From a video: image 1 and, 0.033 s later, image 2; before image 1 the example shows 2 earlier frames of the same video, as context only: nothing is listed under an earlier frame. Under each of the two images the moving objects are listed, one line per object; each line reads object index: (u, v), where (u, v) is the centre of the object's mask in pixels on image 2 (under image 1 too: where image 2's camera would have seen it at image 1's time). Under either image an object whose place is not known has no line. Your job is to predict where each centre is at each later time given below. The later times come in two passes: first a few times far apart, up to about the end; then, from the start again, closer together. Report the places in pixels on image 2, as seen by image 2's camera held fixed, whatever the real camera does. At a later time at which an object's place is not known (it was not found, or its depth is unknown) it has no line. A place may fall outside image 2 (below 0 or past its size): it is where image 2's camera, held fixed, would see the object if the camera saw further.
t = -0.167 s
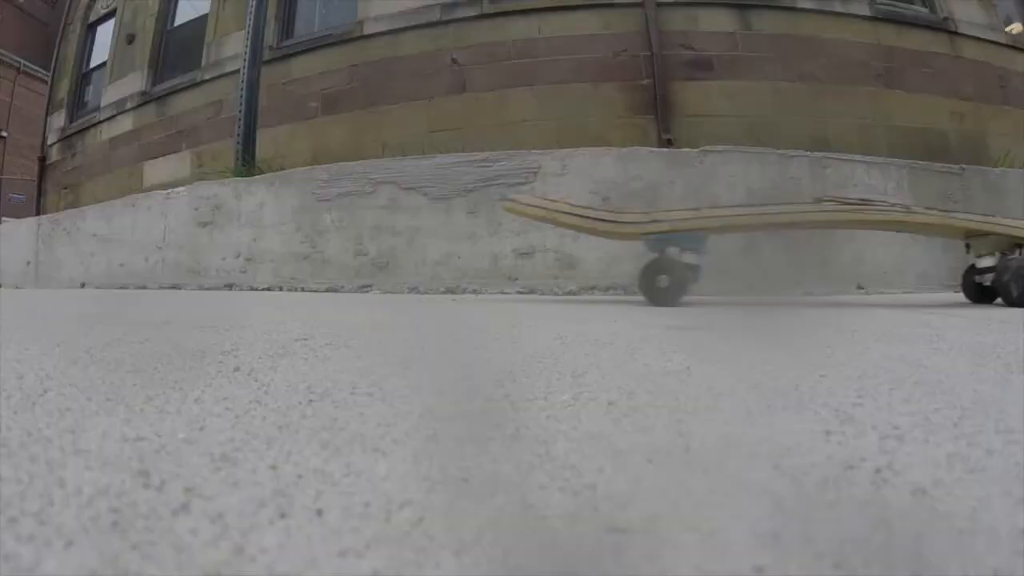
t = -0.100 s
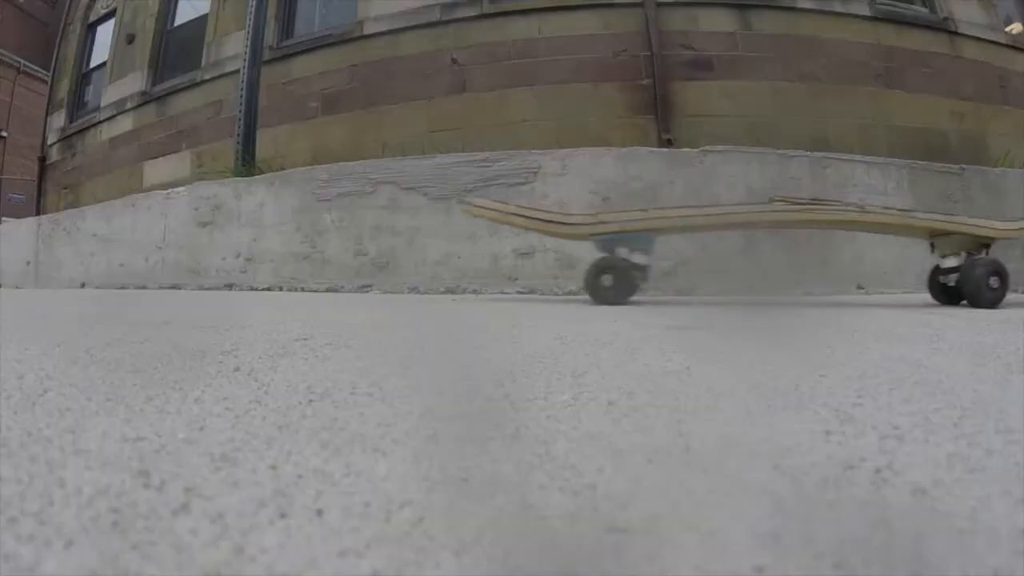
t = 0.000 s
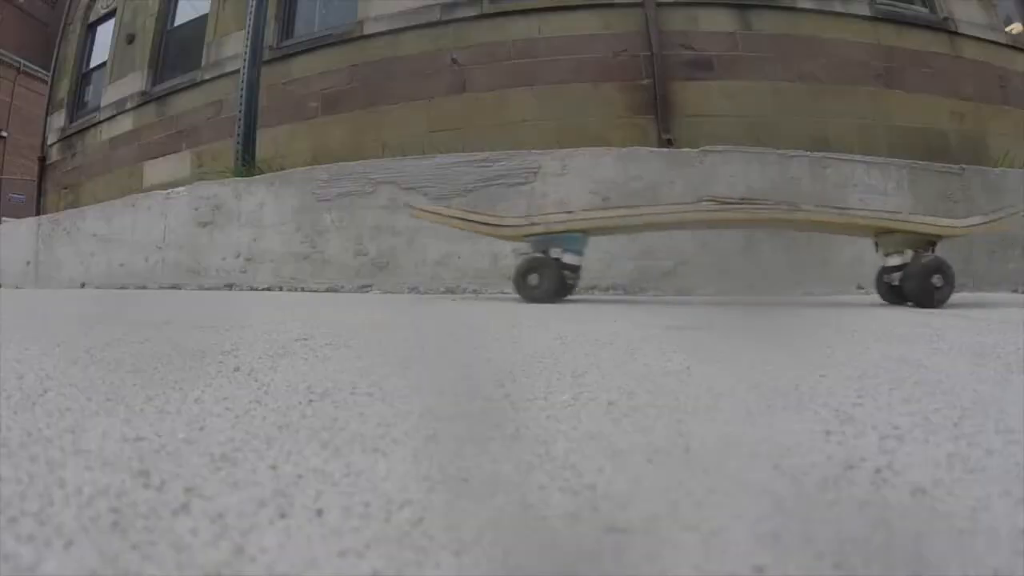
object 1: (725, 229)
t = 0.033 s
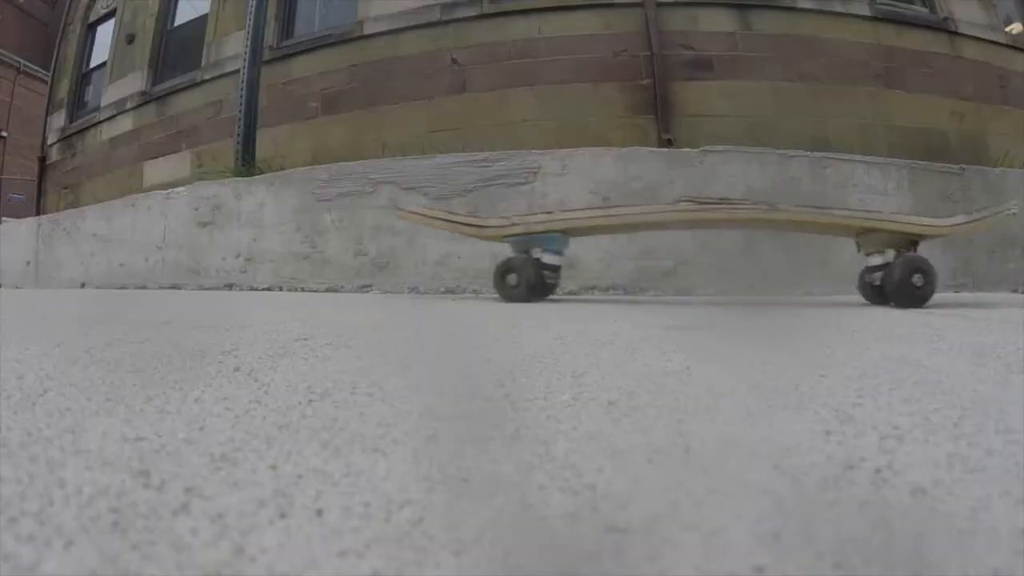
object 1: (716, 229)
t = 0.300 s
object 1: (619, 229)
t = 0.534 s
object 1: (562, 231)
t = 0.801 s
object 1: (525, 233)
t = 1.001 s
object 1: (516, 234)
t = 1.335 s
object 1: (524, 233)
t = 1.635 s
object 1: (543, 232)
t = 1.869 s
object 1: (569, 232)
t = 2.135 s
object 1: (603, 230)
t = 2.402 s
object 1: (653, 229)
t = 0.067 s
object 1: (701, 229)
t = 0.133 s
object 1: (674, 228)
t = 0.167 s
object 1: (663, 229)
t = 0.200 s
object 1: (652, 229)
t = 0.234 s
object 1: (642, 229)
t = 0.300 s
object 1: (619, 229)
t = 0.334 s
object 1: (610, 230)
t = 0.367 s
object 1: (600, 230)
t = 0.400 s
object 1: (591, 230)
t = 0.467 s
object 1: (577, 230)
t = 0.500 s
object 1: (570, 231)
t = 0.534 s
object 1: (562, 231)
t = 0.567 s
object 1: (555, 231)
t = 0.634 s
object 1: (545, 232)
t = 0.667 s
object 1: (540, 232)
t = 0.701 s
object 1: (536, 232)
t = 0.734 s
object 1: (532, 232)
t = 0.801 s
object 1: (525, 233)
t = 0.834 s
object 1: (523, 233)
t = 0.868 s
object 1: (521, 233)
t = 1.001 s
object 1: (516, 234)
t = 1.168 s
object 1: (518, 234)
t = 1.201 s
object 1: (519, 234)
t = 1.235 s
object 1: (520, 234)
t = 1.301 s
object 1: (522, 233)
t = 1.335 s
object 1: (524, 233)
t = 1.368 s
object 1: (526, 233)
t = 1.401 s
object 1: (527, 233)
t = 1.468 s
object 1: (532, 233)
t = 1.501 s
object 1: (534, 233)
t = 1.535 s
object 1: (535, 232)
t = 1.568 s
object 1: (538, 232)
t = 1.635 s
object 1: (543, 232)
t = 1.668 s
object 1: (545, 232)
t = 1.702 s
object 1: (548, 232)
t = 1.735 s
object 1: (551, 232)
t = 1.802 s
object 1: (558, 232)
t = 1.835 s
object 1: (562, 232)
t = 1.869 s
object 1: (569, 232)
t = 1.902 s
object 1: (571, 231)
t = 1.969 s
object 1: (579, 231)
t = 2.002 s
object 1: (585, 231)
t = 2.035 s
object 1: (589, 231)
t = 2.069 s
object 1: (594, 230)
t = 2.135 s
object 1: (603, 230)
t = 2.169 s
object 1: (608, 230)
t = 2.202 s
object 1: (615, 230)
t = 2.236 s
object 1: (622, 230)
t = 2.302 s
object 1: (633, 229)
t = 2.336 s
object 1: (638, 229)
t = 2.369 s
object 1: (646, 229)
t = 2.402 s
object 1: (653, 229)
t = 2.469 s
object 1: (667, 229)
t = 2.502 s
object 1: (674, 228)
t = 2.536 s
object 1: (679, 228)
